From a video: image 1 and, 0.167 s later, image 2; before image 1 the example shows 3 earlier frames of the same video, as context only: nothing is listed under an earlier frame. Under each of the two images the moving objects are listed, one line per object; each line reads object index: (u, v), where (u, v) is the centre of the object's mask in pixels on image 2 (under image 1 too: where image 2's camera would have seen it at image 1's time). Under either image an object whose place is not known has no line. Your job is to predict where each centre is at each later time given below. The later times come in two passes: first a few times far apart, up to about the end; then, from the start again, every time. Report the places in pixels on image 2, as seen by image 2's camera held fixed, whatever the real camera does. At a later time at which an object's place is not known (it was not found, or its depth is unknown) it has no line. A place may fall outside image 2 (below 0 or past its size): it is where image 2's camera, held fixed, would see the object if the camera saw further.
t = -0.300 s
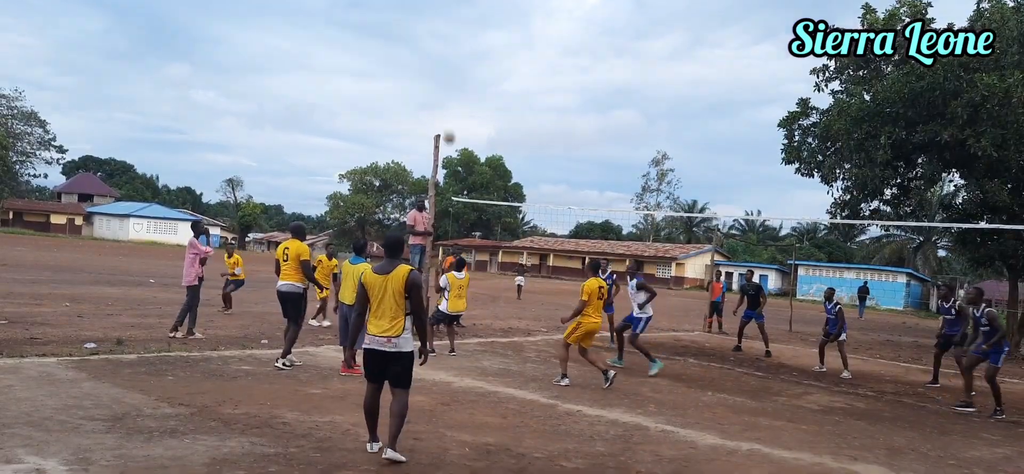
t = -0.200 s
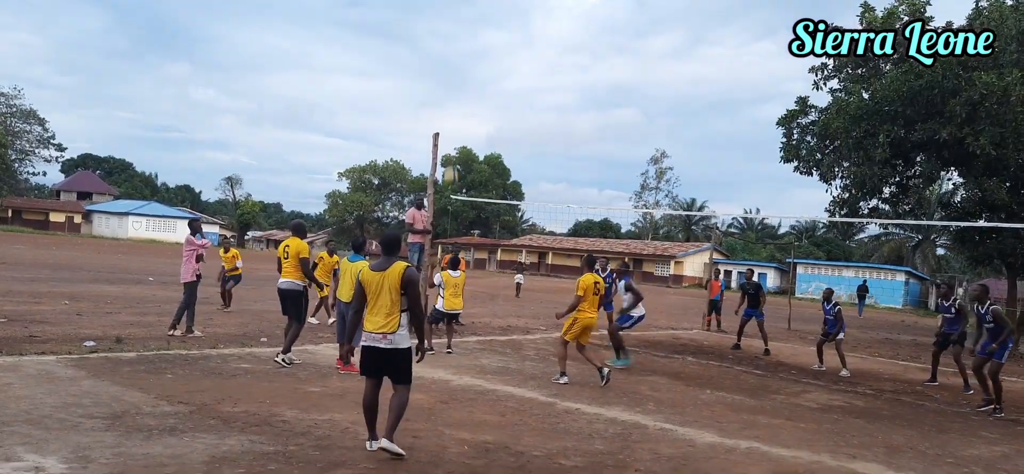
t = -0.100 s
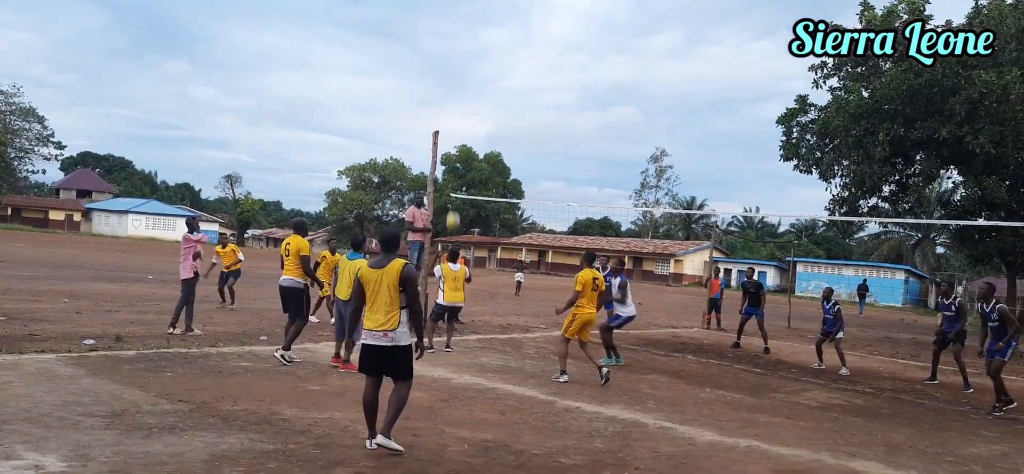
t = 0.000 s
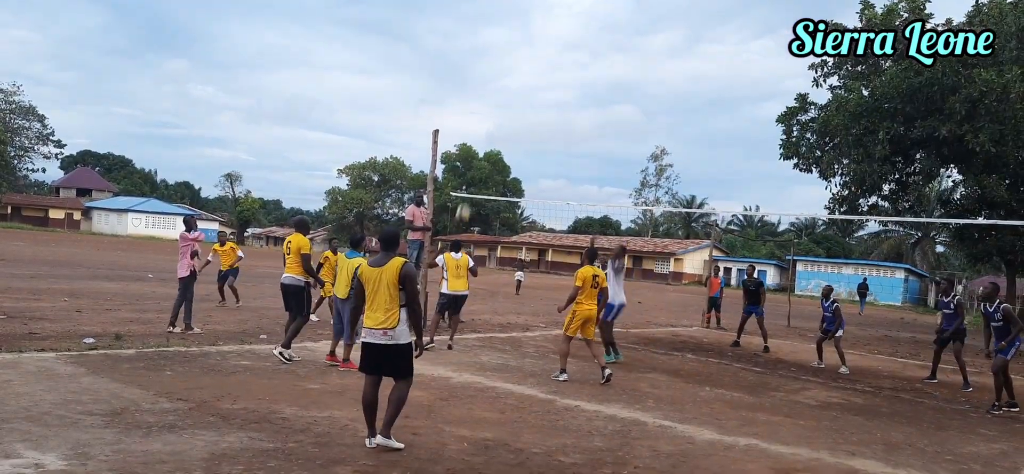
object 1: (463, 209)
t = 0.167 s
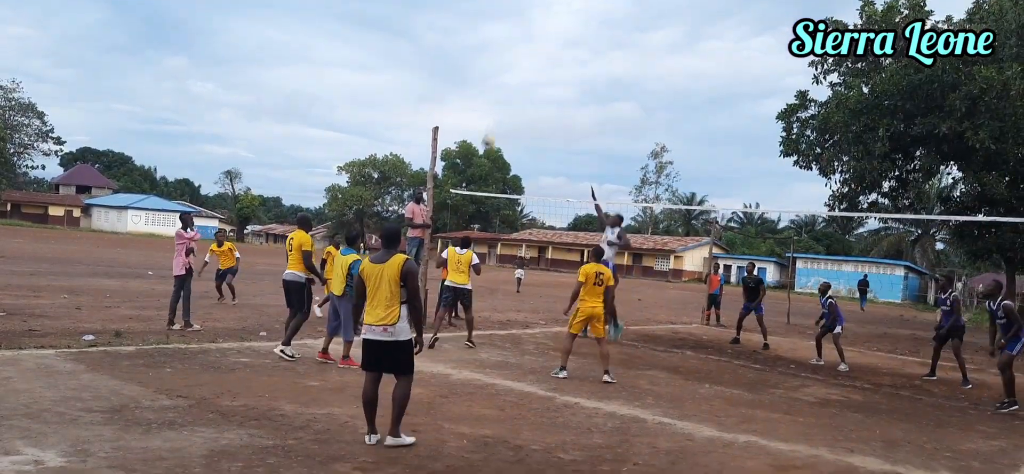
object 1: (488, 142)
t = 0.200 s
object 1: (493, 131)
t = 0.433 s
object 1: (520, 76)
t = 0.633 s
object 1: (541, 60)
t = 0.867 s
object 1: (561, 68)
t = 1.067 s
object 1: (573, 97)
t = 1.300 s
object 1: (583, 151)
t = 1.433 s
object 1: (587, 191)
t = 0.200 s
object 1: (493, 131)
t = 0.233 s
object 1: (497, 121)
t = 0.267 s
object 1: (501, 112)
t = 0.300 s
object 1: (505, 103)
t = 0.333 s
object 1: (509, 95)
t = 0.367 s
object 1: (513, 88)
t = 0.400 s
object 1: (517, 81)
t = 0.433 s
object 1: (520, 76)
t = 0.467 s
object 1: (524, 73)
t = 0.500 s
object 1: (528, 68)
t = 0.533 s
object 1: (531, 66)
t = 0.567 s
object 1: (534, 62)
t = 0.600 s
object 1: (537, 60)
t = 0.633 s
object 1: (541, 60)
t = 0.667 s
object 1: (544, 59)
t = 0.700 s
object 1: (547, 59)
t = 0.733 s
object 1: (550, 59)
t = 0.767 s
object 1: (553, 61)
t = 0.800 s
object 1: (555, 62)
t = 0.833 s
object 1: (558, 65)
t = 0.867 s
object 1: (561, 68)
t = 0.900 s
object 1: (563, 72)
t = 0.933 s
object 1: (565, 76)
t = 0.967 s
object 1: (567, 80)
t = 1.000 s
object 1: (569, 85)
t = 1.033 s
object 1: (571, 90)
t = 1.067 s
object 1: (573, 97)
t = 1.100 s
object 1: (574, 103)
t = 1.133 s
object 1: (576, 110)
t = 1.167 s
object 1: (578, 117)
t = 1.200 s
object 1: (579, 125)
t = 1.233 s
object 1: (581, 133)
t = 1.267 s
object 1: (582, 142)
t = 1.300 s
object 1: (583, 151)
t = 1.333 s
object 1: (584, 161)
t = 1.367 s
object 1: (585, 170)
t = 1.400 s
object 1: (587, 180)
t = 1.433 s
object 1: (587, 191)
